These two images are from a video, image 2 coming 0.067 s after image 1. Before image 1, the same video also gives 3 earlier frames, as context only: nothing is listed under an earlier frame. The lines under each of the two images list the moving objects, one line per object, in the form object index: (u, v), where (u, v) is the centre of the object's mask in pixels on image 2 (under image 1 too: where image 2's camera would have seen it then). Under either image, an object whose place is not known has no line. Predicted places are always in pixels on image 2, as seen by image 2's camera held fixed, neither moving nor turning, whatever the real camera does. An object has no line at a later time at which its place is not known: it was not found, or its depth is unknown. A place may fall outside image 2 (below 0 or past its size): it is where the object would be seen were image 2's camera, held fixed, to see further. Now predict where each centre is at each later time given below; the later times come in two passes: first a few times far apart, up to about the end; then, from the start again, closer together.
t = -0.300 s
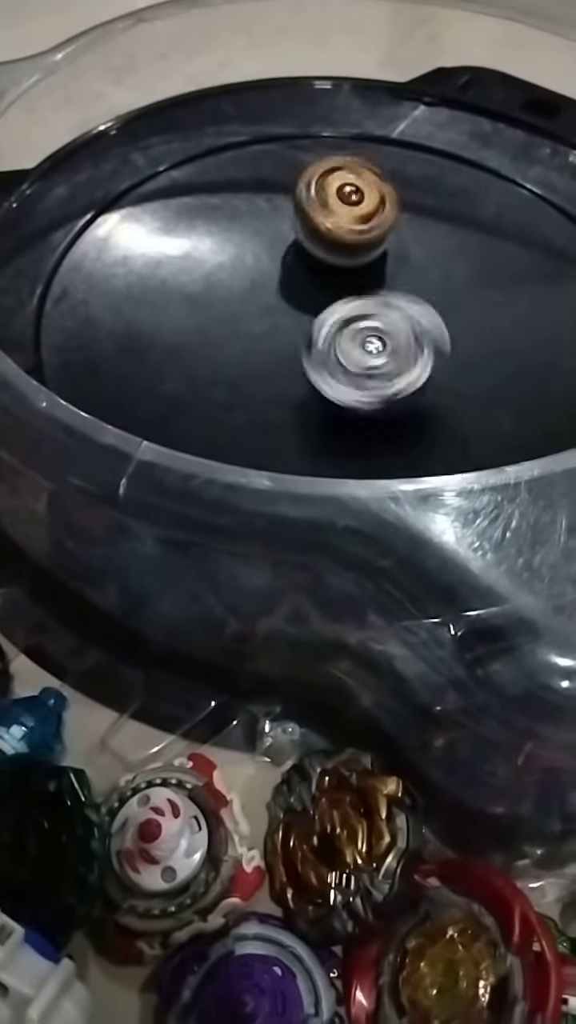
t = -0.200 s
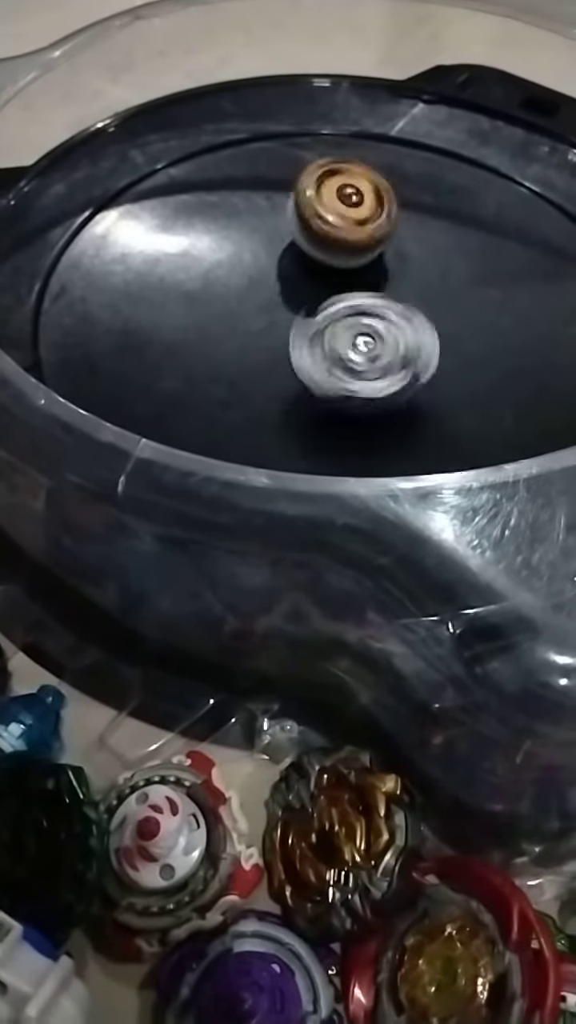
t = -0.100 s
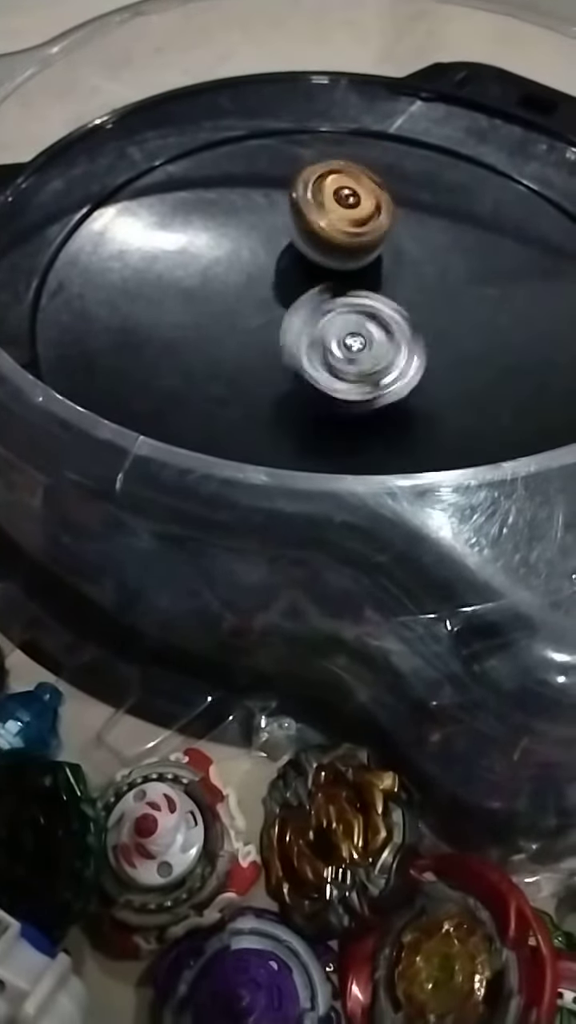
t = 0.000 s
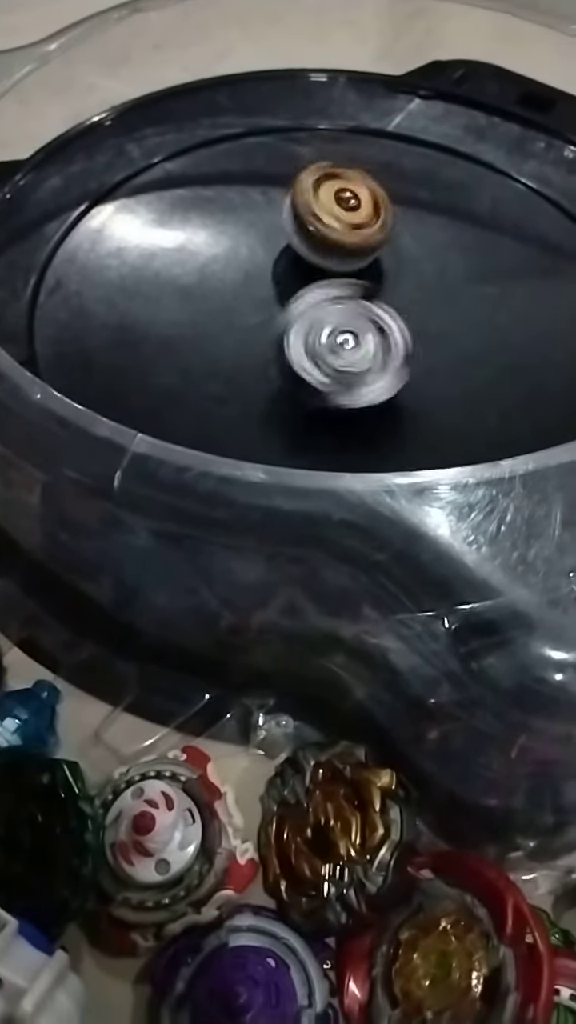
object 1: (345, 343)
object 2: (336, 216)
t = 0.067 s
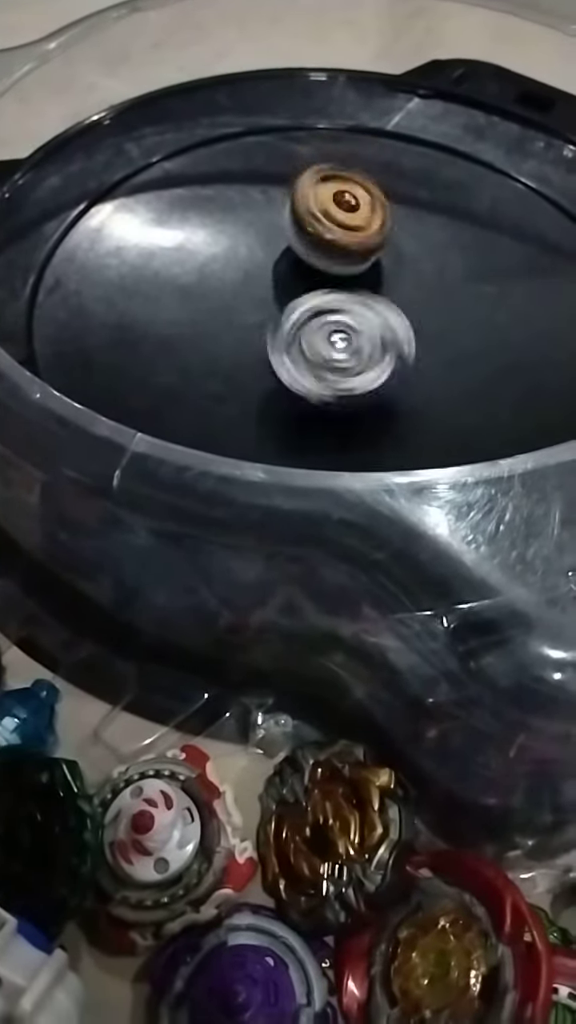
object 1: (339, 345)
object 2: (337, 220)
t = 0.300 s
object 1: (322, 351)
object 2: (339, 233)
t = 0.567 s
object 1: (305, 353)
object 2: (345, 249)
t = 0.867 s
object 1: (286, 356)
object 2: (357, 271)
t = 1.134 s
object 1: (274, 358)
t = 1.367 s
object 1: (264, 358)
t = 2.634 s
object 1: (260, 330)
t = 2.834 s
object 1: (257, 326)
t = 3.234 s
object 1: (255, 307)
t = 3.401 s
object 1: (254, 298)
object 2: (470, 323)
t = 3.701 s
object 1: (246, 286)
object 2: (460, 319)
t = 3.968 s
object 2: (446, 316)
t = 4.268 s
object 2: (427, 317)
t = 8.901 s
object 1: (395, 261)
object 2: (310, 339)
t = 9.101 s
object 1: (405, 252)
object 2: (285, 344)
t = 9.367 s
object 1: (399, 251)
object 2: (262, 339)
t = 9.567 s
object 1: (400, 250)
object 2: (248, 337)
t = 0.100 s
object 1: (337, 344)
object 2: (338, 221)
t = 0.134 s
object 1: (333, 345)
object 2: (338, 223)
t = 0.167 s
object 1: (330, 350)
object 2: (337, 224)
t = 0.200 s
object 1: (331, 348)
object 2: (338, 227)
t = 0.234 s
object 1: (329, 346)
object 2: (338, 228)
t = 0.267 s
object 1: (321, 349)
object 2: (339, 230)
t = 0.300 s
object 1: (322, 351)
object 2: (339, 233)
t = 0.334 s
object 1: (320, 348)
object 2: (340, 234)
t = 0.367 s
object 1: (317, 348)
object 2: (340, 235)
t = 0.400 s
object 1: (313, 350)
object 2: (341, 238)
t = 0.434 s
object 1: (313, 352)
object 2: (341, 240)
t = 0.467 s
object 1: (315, 352)
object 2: (342, 242)
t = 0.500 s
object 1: (308, 351)
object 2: (343, 246)
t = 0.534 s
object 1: (305, 354)
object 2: (344, 247)
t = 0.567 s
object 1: (305, 353)
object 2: (345, 249)
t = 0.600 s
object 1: (303, 352)
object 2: (346, 250)
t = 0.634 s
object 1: (295, 355)
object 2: (346, 255)
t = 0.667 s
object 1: (296, 358)
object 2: (348, 255)
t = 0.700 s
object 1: (299, 355)
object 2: (349, 260)
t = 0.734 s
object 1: (297, 353)
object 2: (351, 261)
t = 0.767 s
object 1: (290, 357)
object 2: (351, 264)
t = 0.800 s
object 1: (290, 359)
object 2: (353, 266)
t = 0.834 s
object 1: (290, 356)
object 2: (354, 269)
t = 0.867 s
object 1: (286, 356)
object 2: (357, 271)
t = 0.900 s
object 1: (281, 360)
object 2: (358, 274)
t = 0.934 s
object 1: (283, 361)
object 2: (360, 276)
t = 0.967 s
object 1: (284, 358)
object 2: (361, 279)
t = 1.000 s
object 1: (282, 358)
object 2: (363, 280)
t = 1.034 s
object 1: (275, 362)
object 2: (365, 284)
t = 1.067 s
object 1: (276, 362)
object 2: (368, 286)
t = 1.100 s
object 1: (277, 361)
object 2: (370, 288)
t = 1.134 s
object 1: (274, 358)
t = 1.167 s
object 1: (270, 364)
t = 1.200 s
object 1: (271, 362)
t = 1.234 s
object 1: (272, 359)
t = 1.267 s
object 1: (269, 359)
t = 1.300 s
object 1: (264, 364)
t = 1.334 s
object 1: (264, 361)
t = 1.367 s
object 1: (264, 358)
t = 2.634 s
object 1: (260, 330)
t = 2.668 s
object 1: (260, 327)
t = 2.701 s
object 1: (256, 331)
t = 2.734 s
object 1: (259, 330)
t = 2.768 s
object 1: (262, 325)
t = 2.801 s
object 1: (262, 324)
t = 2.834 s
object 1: (257, 326)
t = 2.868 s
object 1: (260, 323)
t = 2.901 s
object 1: (262, 318)
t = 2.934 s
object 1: (260, 316)
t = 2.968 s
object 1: (258, 318)
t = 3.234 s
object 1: (255, 307)
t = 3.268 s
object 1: (255, 306)
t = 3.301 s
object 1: (257, 302)
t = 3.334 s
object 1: (255, 303)
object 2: (470, 324)
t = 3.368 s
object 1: (252, 302)
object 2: (469, 324)
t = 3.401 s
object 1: (254, 298)
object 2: (470, 323)
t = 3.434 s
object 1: (252, 300)
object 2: (468, 322)
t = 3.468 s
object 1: (252, 297)
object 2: (468, 321)
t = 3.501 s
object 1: (249, 297)
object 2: (466, 321)
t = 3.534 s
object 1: (251, 292)
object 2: (466, 321)
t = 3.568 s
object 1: (249, 295)
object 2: (464, 321)
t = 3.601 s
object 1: (249, 292)
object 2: (464, 320)
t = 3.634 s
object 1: (248, 288)
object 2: (463, 319)
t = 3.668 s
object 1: (249, 287)
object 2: (462, 319)
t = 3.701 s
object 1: (246, 286)
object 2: (460, 319)
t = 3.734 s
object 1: (247, 282)
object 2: (459, 318)
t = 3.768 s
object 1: (247, 282)
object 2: (458, 318)
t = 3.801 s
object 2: (456, 318)
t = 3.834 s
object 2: (455, 318)
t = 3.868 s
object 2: (453, 317)
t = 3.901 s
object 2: (451, 317)
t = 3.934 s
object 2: (449, 316)
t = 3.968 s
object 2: (446, 316)
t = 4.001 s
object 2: (443, 317)
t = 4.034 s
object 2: (442, 316)
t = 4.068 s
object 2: (440, 317)
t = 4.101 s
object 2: (438, 316)
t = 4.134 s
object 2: (435, 316)
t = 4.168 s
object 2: (433, 316)
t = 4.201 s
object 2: (431, 317)
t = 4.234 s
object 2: (429, 317)
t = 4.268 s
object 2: (427, 317)
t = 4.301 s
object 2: (425, 316)
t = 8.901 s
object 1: (395, 261)
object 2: (310, 339)
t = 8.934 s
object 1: (397, 260)
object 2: (305, 338)
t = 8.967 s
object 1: (396, 259)
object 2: (302, 340)
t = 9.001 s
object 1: (396, 258)
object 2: (297, 341)
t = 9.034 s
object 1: (399, 257)
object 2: (293, 343)
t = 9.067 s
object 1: (402, 255)
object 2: (290, 343)
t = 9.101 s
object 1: (405, 252)
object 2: (285, 344)
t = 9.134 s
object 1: (401, 251)
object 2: (282, 343)
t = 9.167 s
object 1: (399, 254)
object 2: (278, 344)
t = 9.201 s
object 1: (401, 252)
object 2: (275, 343)
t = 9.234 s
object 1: (403, 249)
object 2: (273, 342)
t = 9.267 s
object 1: (401, 248)
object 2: (271, 342)
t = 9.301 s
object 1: (398, 249)
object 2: (268, 341)
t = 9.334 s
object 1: (398, 251)
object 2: (264, 340)
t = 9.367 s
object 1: (399, 251)
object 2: (262, 339)
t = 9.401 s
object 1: (401, 250)
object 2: (260, 338)
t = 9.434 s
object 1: (399, 250)
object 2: (257, 338)
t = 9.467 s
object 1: (399, 251)
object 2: (255, 338)
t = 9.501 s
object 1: (399, 252)
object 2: (252, 337)
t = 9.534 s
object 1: (401, 252)
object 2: (250, 336)
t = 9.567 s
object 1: (400, 250)
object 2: (248, 337)
